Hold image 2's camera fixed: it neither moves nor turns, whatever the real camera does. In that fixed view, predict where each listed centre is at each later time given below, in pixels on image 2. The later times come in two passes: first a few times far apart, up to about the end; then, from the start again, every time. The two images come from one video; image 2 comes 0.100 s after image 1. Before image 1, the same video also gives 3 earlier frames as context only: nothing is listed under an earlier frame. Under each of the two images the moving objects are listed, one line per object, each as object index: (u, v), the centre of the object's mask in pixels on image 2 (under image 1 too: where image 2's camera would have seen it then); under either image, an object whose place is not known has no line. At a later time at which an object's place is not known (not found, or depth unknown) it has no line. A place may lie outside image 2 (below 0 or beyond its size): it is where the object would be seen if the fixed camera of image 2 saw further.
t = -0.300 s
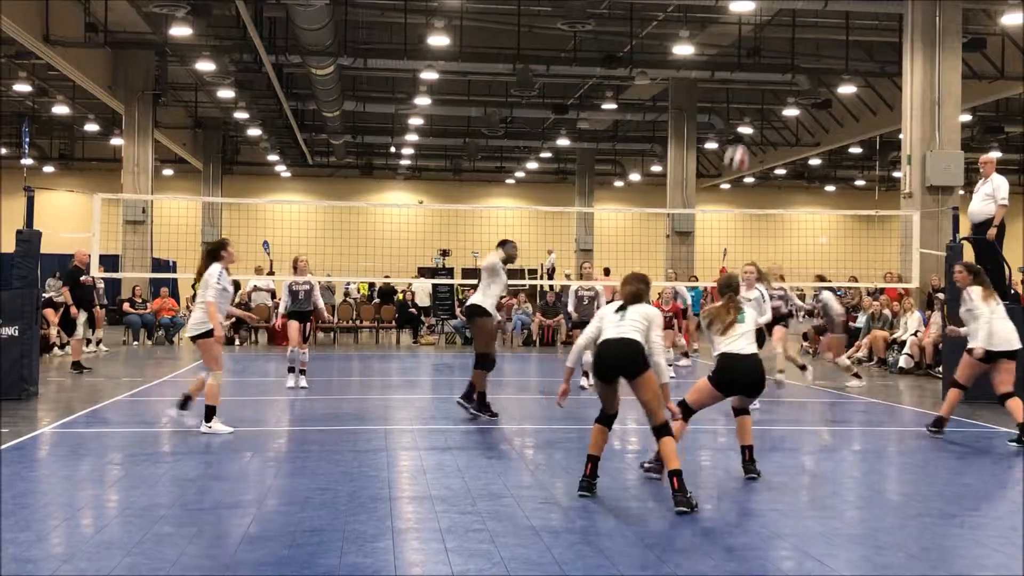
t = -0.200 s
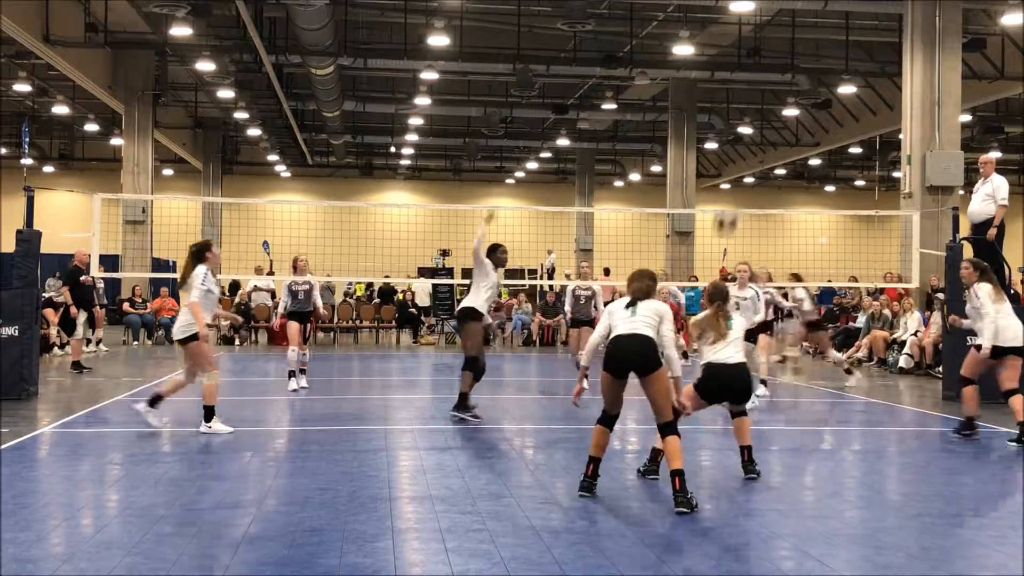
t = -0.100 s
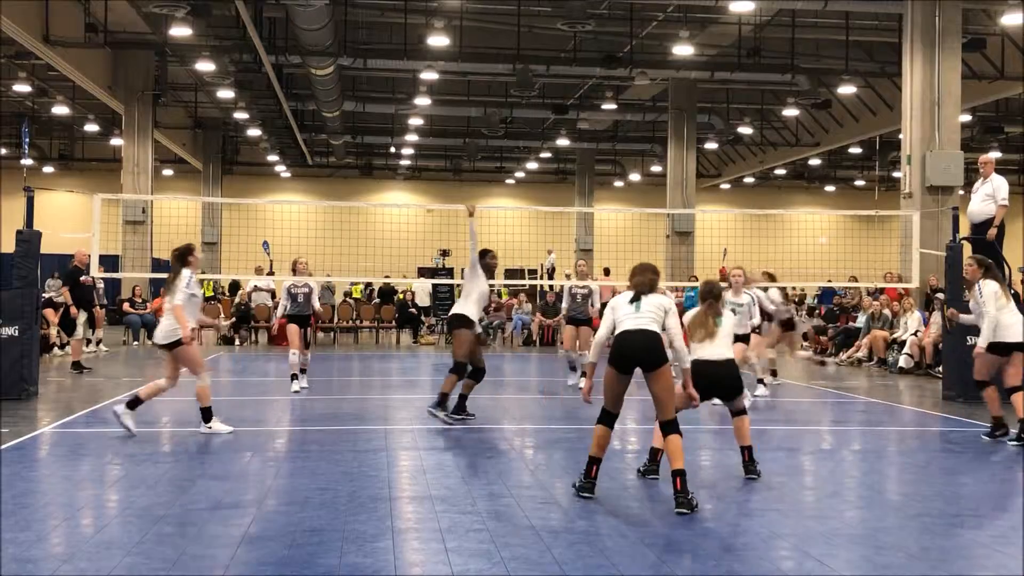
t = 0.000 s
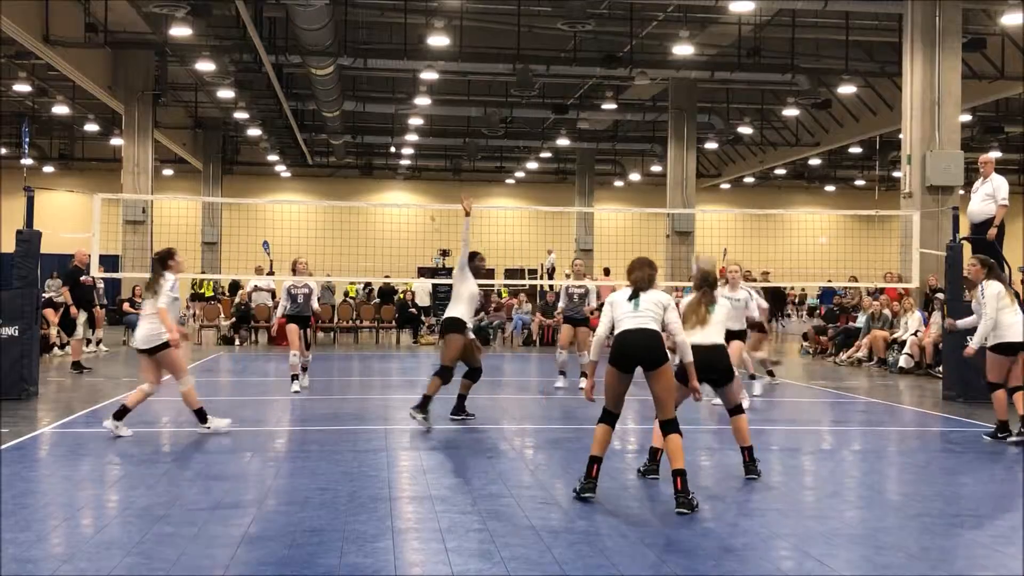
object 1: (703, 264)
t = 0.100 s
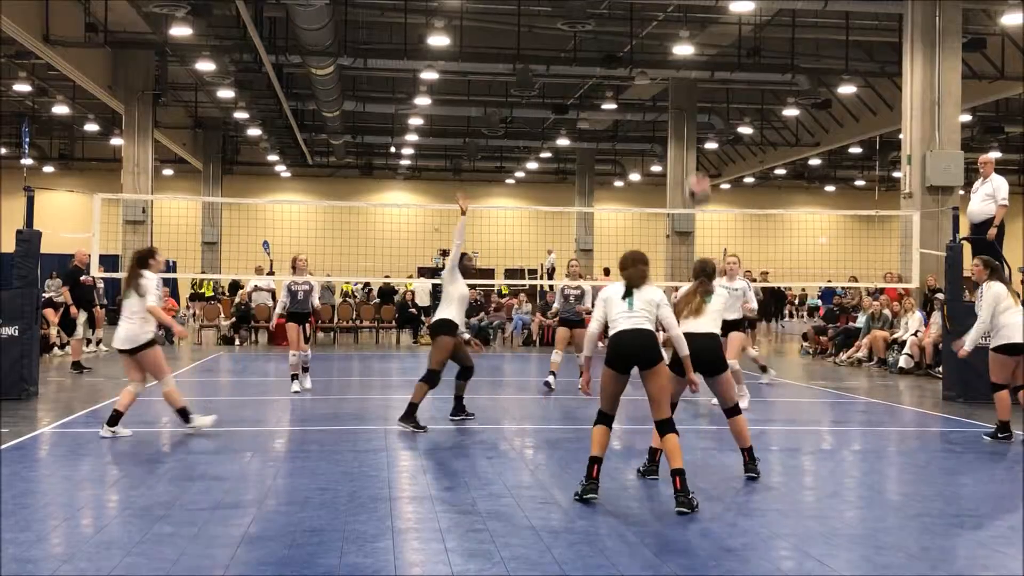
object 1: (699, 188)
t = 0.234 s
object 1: (691, 113)
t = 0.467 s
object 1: (681, 44)
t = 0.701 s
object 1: (669, 39)
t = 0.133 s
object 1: (696, 165)
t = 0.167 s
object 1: (695, 146)
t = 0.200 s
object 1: (693, 126)
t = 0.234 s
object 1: (691, 113)
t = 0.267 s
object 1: (689, 97)
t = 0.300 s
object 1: (688, 84)
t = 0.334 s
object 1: (687, 73)
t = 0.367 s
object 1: (686, 66)
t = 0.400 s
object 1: (684, 56)
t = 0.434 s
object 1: (682, 48)
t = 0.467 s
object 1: (681, 44)
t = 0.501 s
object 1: (678, 39)
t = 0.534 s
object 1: (677, 36)
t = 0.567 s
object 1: (676, 35)
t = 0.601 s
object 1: (674, 34)
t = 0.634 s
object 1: (672, 34)
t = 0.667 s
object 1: (670, 36)
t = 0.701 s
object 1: (669, 39)
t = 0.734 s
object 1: (668, 44)
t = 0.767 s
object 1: (666, 47)
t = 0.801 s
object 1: (665, 54)
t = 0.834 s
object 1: (664, 59)
